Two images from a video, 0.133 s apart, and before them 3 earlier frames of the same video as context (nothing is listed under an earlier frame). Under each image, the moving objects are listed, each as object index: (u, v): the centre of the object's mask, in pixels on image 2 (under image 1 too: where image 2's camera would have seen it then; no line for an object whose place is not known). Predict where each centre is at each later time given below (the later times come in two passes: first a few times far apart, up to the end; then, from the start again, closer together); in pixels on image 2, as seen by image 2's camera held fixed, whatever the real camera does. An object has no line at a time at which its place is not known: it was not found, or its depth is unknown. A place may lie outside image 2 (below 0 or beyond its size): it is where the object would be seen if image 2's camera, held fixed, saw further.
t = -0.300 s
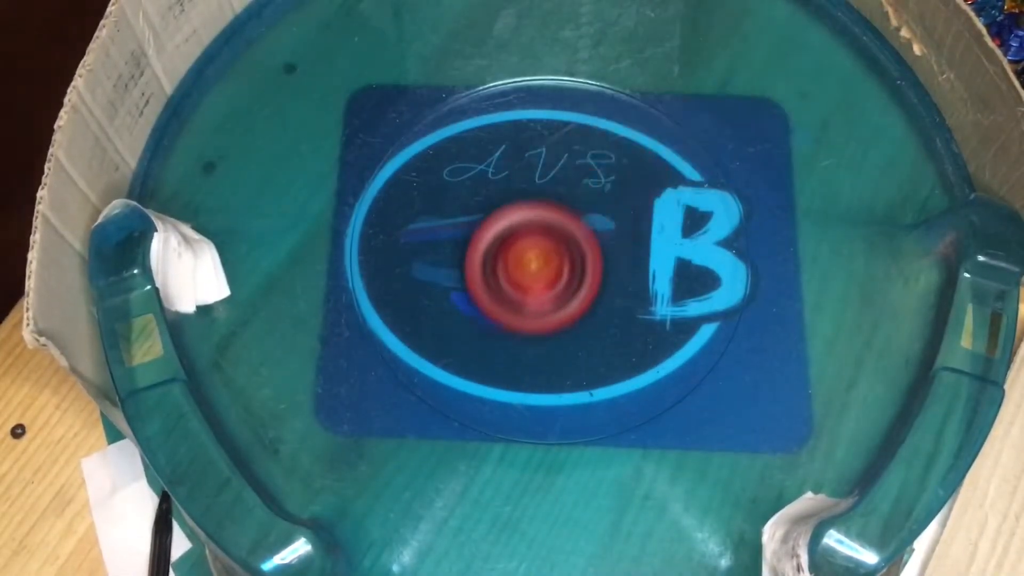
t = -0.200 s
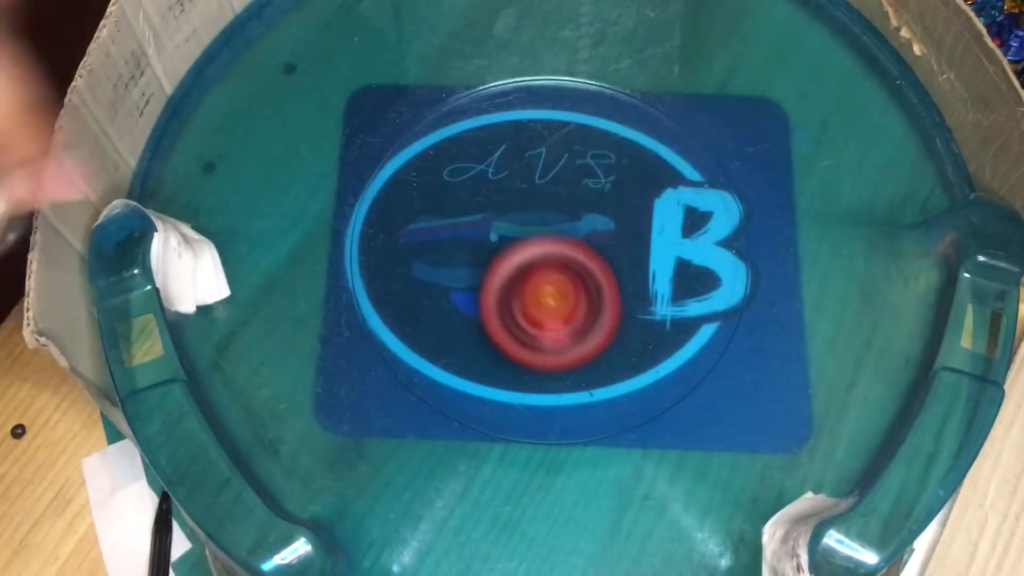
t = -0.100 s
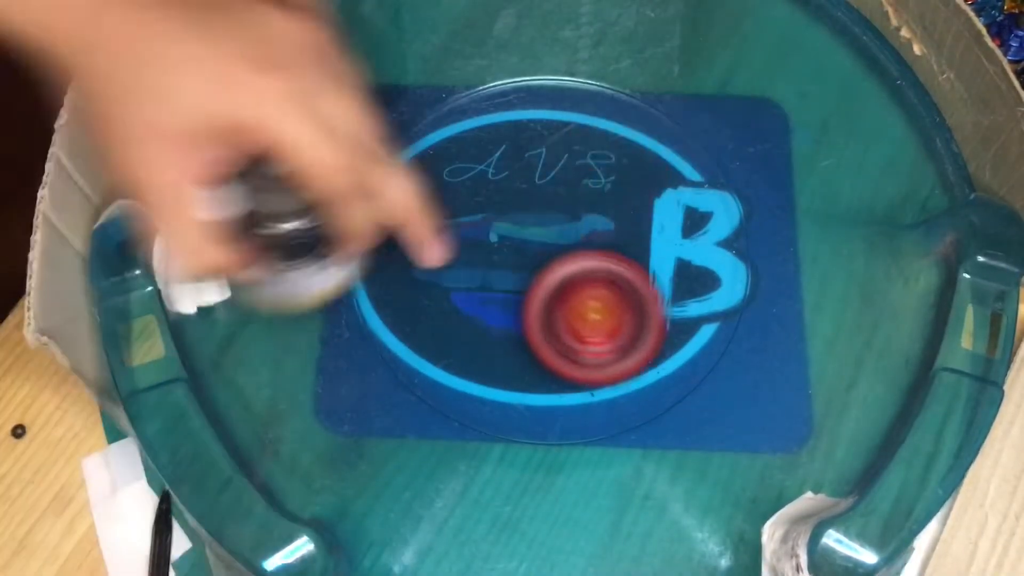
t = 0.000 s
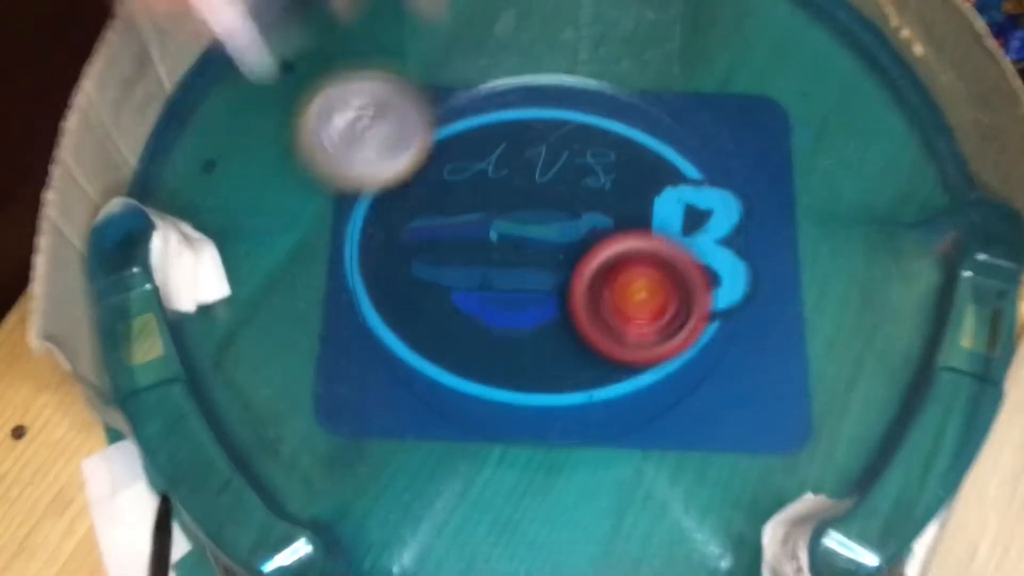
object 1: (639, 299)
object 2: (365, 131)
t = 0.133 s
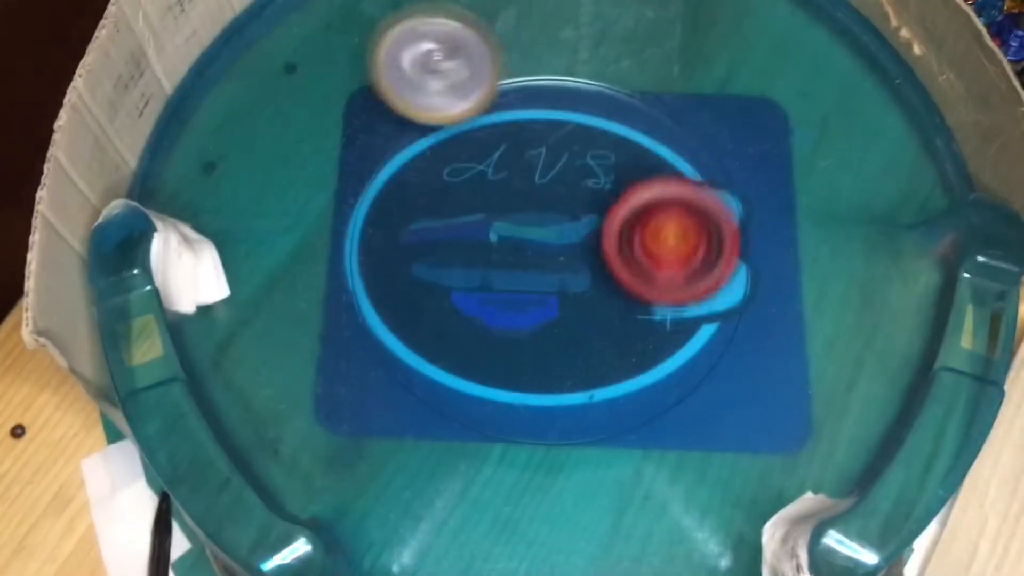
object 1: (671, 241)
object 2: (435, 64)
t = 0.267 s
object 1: (642, 180)
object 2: (458, 104)
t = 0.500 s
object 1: (527, 172)
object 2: (441, 321)
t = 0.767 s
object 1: (502, 284)
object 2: (800, 299)
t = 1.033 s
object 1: (655, 319)
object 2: (539, 179)
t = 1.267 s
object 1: (688, 181)
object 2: (508, 333)
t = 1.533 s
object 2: (695, 96)
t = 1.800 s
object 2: (396, 66)
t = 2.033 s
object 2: (505, 395)
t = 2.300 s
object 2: (759, 56)
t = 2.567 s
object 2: (257, 421)
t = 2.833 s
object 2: (575, 480)
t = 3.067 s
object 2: (694, 554)
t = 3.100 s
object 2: (688, 541)
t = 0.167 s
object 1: (669, 225)
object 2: (446, 65)
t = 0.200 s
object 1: (664, 208)
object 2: (453, 72)
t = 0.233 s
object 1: (655, 193)
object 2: (457, 86)
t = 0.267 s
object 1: (642, 180)
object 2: (458, 104)
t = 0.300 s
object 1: (626, 171)
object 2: (456, 127)
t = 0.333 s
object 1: (609, 164)
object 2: (450, 151)
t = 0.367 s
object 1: (590, 161)
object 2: (441, 176)
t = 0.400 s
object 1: (569, 161)
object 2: (430, 206)
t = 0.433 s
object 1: (549, 165)
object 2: (428, 240)
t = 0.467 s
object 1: (535, 169)
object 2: (431, 278)
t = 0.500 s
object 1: (527, 172)
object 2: (441, 321)
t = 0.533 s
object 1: (518, 178)
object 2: (464, 361)
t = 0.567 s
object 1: (509, 186)
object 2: (500, 392)
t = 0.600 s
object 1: (501, 199)
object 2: (546, 414)
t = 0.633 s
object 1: (495, 214)
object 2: (600, 417)
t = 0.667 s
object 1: (492, 231)
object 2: (654, 405)
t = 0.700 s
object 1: (491, 248)
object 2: (709, 384)
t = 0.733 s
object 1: (494, 266)
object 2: (756, 349)
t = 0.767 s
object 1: (502, 284)
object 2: (800, 299)
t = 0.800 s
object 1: (513, 301)
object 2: (834, 243)
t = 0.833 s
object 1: (528, 315)
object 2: (860, 182)
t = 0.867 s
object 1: (546, 326)
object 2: (876, 132)
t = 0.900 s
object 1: (566, 334)
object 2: (848, 70)
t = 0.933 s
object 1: (588, 338)
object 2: (780, 32)
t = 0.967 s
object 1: (611, 338)
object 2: (691, 42)
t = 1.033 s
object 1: (655, 319)
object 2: (539, 179)
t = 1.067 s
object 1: (672, 308)
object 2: (460, 272)
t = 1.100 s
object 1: (688, 291)
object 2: (400, 353)
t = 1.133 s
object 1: (699, 268)
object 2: (354, 427)
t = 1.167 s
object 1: (704, 248)
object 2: (361, 436)
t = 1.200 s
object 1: (703, 224)
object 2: (410, 389)
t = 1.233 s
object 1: (698, 202)
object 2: (459, 359)
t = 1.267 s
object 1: (688, 181)
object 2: (508, 333)
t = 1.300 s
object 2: (564, 307)
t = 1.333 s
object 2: (617, 277)
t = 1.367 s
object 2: (652, 252)
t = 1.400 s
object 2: (684, 226)
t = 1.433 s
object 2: (707, 192)
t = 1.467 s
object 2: (719, 157)
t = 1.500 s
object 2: (712, 123)
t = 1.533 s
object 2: (695, 96)
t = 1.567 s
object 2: (668, 67)
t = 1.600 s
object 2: (634, 48)
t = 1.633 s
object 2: (591, 36)
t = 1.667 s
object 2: (556, 32)
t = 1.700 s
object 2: (518, 32)
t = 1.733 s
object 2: (473, 36)
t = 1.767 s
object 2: (427, 47)
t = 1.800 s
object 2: (396, 66)
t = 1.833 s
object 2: (371, 90)
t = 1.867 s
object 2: (353, 120)
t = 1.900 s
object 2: (344, 155)
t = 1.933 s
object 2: (350, 204)
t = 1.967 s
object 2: (384, 271)
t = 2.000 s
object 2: (435, 337)
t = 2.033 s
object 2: (505, 395)
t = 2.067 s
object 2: (591, 432)
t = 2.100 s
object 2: (685, 455)
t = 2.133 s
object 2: (763, 444)
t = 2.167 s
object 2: (832, 380)
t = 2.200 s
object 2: (858, 294)
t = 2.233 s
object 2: (850, 208)
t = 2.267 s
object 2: (800, 122)
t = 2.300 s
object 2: (759, 56)
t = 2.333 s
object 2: (693, 28)
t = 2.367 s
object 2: (617, 49)
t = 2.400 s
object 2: (513, 110)
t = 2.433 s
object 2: (416, 187)
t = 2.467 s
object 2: (327, 271)
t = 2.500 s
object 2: (289, 315)
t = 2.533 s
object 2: (262, 369)
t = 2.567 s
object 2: (257, 421)
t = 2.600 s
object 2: (267, 476)
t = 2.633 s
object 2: (301, 489)
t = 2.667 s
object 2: (356, 476)
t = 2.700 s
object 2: (407, 475)
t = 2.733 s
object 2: (461, 478)
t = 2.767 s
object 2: (510, 484)
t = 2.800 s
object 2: (543, 482)
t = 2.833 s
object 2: (575, 480)
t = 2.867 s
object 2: (607, 485)
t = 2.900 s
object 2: (636, 498)
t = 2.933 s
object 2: (655, 506)
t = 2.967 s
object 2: (668, 517)
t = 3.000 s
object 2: (677, 529)
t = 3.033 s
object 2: (685, 541)
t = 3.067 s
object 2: (694, 554)
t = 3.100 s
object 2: (688, 541)
